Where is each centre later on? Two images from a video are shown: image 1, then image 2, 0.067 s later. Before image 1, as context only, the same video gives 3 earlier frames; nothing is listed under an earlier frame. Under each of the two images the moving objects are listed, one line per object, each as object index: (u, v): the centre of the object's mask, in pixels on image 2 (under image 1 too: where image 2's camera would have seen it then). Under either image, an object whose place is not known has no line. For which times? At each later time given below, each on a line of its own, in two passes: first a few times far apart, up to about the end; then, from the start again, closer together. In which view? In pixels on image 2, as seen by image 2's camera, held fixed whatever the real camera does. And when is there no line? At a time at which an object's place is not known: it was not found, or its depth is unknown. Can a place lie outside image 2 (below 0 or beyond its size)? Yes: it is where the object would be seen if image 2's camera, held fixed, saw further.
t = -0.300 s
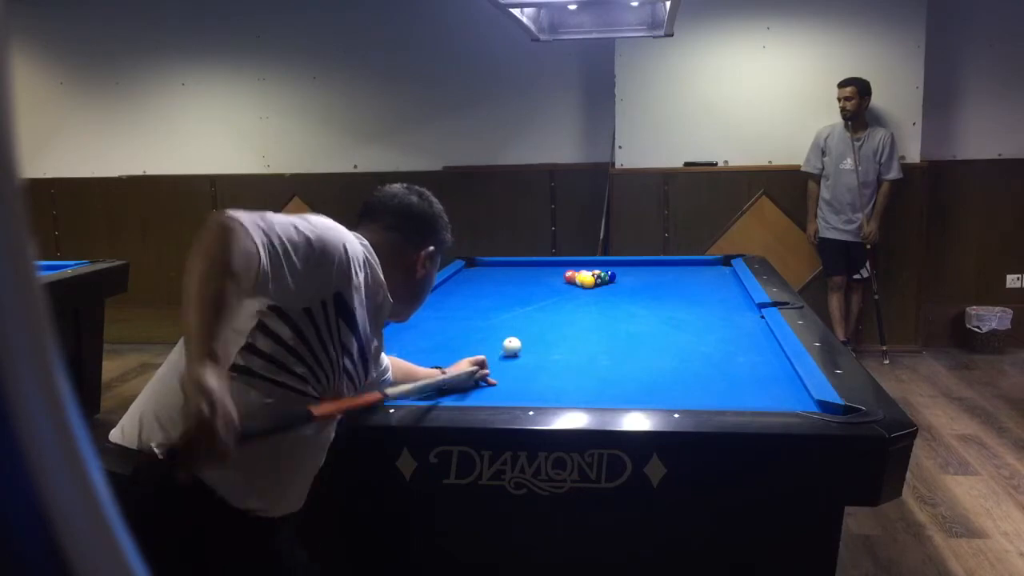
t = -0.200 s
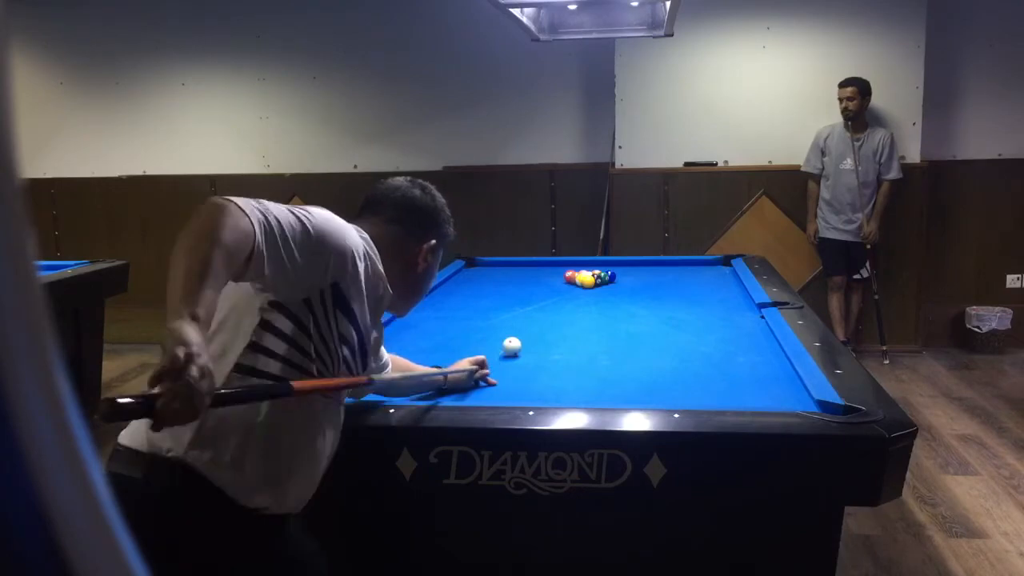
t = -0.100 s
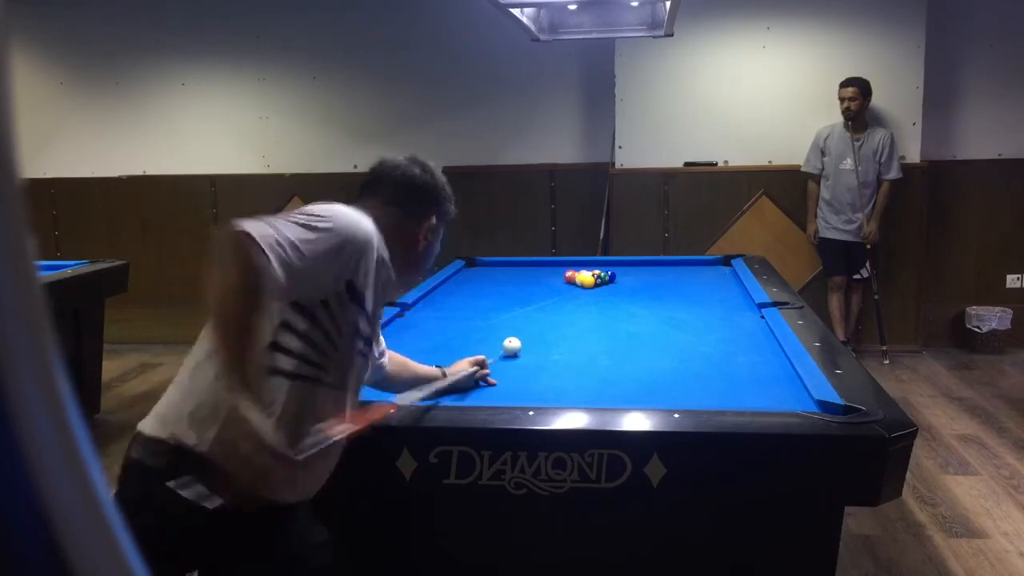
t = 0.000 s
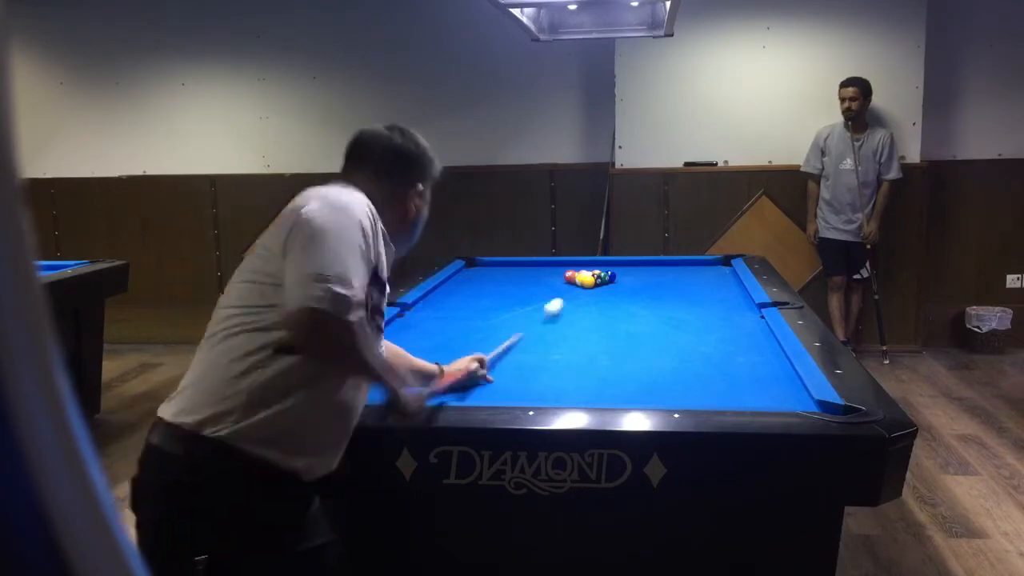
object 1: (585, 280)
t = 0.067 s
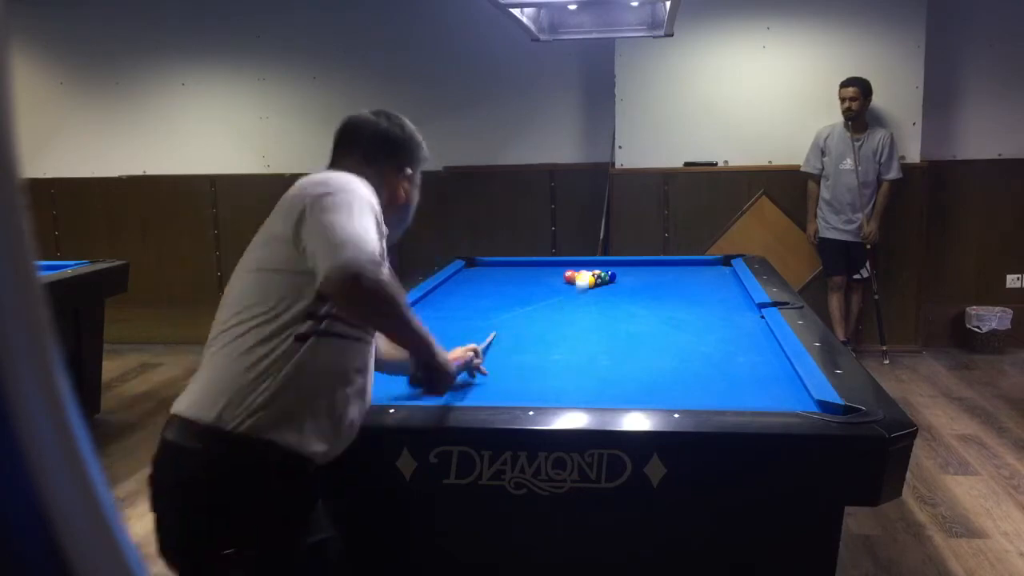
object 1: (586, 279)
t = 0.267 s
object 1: (597, 285)
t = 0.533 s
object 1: (612, 296)
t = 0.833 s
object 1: (631, 307)
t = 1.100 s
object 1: (635, 319)
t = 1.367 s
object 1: (631, 334)
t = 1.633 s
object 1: (626, 351)
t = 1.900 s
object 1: (620, 371)
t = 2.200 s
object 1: (613, 395)
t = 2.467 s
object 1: (611, 393)
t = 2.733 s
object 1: (611, 381)
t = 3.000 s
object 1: (611, 369)
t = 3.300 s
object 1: (611, 357)
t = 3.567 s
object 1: (610, 348)
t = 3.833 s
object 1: (610, 340)
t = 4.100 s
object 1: (609, 333)
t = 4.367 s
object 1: (609, 327)
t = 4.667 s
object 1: (608, 321)
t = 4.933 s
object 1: (608, 317)
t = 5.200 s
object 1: (608, 313)
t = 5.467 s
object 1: (607, 309)
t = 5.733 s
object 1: (607, 306)
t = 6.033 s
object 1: (607, 304)
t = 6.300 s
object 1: (607, 301)
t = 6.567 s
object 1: (607, 299)
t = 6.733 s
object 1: (610, 298)
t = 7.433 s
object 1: (606, 296)
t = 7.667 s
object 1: (608, 295)
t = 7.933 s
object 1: (609, 295)
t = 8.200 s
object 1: (609, 295)
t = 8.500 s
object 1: (609, 295)
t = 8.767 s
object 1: (609, 295)
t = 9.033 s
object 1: (609, 295)
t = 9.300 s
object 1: (609, 295)
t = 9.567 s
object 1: (609, 295)
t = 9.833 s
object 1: (609, 295)
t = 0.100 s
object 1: (591, 278)
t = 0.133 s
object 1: (592, 274)
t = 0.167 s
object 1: (592, 274)
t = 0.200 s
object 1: (594, 277)
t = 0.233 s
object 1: (595, 282)
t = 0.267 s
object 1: (597, 285)
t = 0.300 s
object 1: (599, 285)
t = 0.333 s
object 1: (601, 288)
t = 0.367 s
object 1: (603, 290)
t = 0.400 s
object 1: (605, 291)
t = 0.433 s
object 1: (606, 292)
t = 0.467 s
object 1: (608, 294)
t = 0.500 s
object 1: (610, 294)
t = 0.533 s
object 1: (612, 296)
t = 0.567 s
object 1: (614, 297)
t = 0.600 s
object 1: (616, 298)
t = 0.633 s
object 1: (618, 300)
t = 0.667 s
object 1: (620, 300)
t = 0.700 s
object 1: (622, 302)
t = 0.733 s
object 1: (624, 303)
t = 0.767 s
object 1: (626, 304)
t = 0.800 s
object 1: (628, 305)
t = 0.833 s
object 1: (631, 307)
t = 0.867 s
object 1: (633, 308)
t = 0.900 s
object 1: (635, 309)
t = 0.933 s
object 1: (637, 311)
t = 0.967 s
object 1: (639, 312)
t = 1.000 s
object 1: (637, 314)
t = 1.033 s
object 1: (637, 316)
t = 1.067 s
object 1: (636, 318)
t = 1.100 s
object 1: (635, 319)
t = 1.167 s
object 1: (635, 323)
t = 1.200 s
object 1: (634, 325)
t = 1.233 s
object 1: (633, 327)
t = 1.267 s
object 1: (633, 328)
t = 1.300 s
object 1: (632, 330)
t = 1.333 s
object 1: (631, 333)
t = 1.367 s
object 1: (631, 334)
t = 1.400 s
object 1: (630, 336)
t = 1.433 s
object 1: (630, 338)
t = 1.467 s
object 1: (629, 341)
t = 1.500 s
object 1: (629, 342)
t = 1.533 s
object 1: (628, 345)
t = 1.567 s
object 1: (627, 347)
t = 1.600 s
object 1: (627, 349)
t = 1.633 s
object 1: (626, 351)
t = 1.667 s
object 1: (625, 353)
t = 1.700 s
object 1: (624, 356)
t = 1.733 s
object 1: (624, 359)
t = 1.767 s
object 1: (623, 361)
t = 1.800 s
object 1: (623, 364)
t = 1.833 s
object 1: (622, 366)
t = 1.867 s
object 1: (621, 369)
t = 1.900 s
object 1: (620, 371)
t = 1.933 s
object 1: (619, 374)
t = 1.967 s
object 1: (619, 377)
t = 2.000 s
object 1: (618, 380)
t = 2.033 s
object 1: (617, 383)
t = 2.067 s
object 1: (616, 385)
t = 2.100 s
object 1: (615, 388)
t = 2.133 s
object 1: (615, 391)
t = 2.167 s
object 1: (614, 393)
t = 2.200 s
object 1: (613, 395)
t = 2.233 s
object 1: (612, 396)
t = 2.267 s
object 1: (611, 398)
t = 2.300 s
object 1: (610, 398)
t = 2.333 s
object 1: (610, 397)
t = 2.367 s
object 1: (610, 396)
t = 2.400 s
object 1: (611, 395)
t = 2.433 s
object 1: (611, 394)
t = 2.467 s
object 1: (611, 393)
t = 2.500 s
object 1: (611, 392)
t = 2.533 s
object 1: (611, 391)
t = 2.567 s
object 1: (611, 390)
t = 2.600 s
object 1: (611, 388)
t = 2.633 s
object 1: (611, 386)
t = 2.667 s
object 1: (611, 384)
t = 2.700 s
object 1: (611, 383)
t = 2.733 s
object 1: (611, 381)
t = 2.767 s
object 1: (611, 380)
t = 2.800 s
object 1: (611, 377)
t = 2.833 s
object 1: (611, 377)
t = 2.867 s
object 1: (611, 375)
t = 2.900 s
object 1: (611, 373)
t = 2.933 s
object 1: (611, 372)
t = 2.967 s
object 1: (611, 370)
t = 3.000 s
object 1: (611, 369)
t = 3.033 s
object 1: (611, 367)
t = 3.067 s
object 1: (611, 366)
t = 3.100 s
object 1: (611, 364)
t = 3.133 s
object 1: (611, 364)
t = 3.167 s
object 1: (611, 362)
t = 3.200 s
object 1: (611, 361)
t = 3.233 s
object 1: (611, 360)
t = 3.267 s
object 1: (611, 358)
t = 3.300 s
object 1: (611, 357)
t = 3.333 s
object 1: (611, 356)
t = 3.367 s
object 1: (611, 355)
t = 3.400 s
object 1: (610, 353)
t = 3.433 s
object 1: (611, 352)
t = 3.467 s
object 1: (610, 351)
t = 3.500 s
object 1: (610, 350)
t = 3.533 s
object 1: (610, 349)
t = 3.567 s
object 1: (610, 348)
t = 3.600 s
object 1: (610, 347)
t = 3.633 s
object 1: (610, 346)
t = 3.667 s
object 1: (610, 345)
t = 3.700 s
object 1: (610, 344)
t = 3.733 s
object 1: (610, 343)
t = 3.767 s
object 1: (610, 342)
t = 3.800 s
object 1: (610, 341)
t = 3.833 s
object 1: (610, 340)
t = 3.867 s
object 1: (610, 339)
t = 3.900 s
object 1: (610, 338)
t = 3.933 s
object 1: (610, 338)
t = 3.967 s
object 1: (610, 337)
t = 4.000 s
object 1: (610, 336)
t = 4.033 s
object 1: (609, 335)
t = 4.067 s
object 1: (609, 334)
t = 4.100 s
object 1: (609, 333)
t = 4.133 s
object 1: (609, 333)
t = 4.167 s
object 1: (609, 332)
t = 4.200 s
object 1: (609, 331)
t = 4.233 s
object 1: (609, 330)
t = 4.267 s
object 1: (609, 329)
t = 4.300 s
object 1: (609, 329)
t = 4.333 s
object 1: (609, 328)
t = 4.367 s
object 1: (609, 327)
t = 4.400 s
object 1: (609, 327)
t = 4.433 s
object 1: (609, 326)
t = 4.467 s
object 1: (609, 325)
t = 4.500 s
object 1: (609, 325)
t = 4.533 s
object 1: (609, 324)
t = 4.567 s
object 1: (608, 323)
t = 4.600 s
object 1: (608, 323)
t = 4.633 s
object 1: (608, 322)
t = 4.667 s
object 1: (608, 321)
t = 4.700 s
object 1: (608, 321)
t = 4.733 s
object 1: (608, 320)
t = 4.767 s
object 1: (608, 320)
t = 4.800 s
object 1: (608, 319)
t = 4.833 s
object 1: (608, 319)
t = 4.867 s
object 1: (608, 318)
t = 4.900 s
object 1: (608, 317)
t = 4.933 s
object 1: (608, 317)
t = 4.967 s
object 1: (608, 316)
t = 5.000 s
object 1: (608, 316)
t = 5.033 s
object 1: (608, 316)
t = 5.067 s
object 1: (608, 315)
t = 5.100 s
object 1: (608, 314)
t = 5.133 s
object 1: (608, 314)
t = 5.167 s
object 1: (608, 313)
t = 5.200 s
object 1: (608, 313)
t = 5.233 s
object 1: (608, 312)
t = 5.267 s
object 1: (608, 312)
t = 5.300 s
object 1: (607, 312)
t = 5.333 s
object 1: (607, 311)
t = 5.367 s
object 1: (608, 311)
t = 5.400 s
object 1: (607, 310)
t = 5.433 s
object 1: (607, 310)
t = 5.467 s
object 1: (607, 309)
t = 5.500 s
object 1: (607, 309)
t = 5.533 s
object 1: (607, 309)
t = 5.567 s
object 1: (607, 308)
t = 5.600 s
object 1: (607, 308)
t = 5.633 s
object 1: (607, 308)
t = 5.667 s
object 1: (607, 307)
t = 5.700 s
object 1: (607, 307)
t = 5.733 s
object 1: (607, 306)
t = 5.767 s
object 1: (607, 306)
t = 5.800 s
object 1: (607, 306)
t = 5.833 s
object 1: (607, 306)
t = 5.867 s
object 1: (607, 305)
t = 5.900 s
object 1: (607, 305)
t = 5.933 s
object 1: (607, 305)
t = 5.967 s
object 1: (607, 304)
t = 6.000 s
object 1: (607, 304)
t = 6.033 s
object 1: (607, 304)
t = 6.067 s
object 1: (607, 303)
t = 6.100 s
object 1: (607, 303)
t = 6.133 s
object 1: (607, 303)
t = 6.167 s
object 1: (607, 302)
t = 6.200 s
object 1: (607, 302)
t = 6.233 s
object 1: (607, 302)
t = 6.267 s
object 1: (607, 301)
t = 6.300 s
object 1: (607, 301)
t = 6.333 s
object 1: (607, 301)
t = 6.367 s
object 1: (607, 301)
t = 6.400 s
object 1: (607, 300)
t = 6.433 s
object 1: (607, 300)
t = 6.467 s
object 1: (608, 300)
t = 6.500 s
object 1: (610, 300)
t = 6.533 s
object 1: (604, 299)
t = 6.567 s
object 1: (607, 299)
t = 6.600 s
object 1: (607, 299)
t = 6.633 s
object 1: (607, 299)
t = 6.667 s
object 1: (607, 299)
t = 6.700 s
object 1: (607, 299)
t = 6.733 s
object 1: (610, 298)
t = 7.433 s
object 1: (606, 296)
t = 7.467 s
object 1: (608, 296)
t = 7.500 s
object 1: (608, 296)
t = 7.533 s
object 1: (608, 295)
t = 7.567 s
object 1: (608, 295)
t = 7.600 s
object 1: (608, 295)
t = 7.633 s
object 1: (608, 295)
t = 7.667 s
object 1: (608, 295)
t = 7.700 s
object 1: (608, 295)
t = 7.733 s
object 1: (608, 295)
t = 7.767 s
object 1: (608, 295)
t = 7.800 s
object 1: (608, 295)
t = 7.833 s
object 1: (608, 295)
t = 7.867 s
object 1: (608, 295)
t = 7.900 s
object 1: (609, 295)
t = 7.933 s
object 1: (609, 295)
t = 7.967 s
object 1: (609, 295)
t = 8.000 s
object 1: (609, 295)
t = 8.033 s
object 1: (609, 295)
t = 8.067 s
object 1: (609, 295)
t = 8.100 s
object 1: (609, 295)
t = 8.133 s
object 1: (609, 295)
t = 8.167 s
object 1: (609, 295)
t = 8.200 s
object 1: (609, 295)
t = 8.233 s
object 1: (609, 295)
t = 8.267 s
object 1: (609, 295)
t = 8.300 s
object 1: (609, 295)
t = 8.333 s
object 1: (609, 295)
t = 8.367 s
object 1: (609, 295)
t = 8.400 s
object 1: (609, 295)
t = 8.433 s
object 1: (609, 295)
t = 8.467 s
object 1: (609, 295)
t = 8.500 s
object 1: (609, 295)
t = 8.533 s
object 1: (609, 295)
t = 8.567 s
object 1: (609, 295)
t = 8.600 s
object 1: (609, 295)
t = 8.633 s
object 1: (609, 295)
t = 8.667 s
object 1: (609, 295)
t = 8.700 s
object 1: (609, 295)
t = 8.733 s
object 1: (609, 295)
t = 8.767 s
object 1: (609, 295)
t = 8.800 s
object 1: (609, 295)
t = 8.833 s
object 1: (609, 295)
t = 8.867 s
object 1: (609, 295)
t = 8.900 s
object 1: (609, 295)
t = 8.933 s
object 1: (609, 295)
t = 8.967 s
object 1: (609, 295)
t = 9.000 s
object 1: (609, 295)
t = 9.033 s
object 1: (609, 295)
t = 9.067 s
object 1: (609, 295)
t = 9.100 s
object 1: (609, 295)
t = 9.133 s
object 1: (609, 295)
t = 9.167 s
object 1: (609, 295)
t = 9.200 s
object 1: (609, 295)
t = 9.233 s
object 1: (609, 295)
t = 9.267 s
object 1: (609, 295)
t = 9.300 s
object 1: (609, 295)
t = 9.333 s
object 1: (609, 295)
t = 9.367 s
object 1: (609, 295)
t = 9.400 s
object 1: (609, 295)
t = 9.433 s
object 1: (609, 295)
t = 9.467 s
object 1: (609, 295)
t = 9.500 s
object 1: (609, 295)
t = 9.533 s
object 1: (609, 295)
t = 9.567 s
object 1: (609, 295)
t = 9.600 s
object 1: (609, 295)
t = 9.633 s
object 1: (609, 295)
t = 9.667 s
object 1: (609, 295)
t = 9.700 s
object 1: (609, 295)
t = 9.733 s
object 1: (609, 295)
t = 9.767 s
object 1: (609, 295)
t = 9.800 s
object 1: (609, 295)
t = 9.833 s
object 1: (609, 295)
